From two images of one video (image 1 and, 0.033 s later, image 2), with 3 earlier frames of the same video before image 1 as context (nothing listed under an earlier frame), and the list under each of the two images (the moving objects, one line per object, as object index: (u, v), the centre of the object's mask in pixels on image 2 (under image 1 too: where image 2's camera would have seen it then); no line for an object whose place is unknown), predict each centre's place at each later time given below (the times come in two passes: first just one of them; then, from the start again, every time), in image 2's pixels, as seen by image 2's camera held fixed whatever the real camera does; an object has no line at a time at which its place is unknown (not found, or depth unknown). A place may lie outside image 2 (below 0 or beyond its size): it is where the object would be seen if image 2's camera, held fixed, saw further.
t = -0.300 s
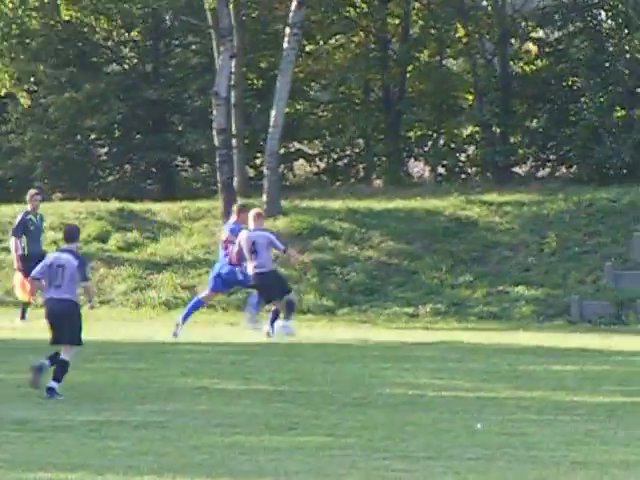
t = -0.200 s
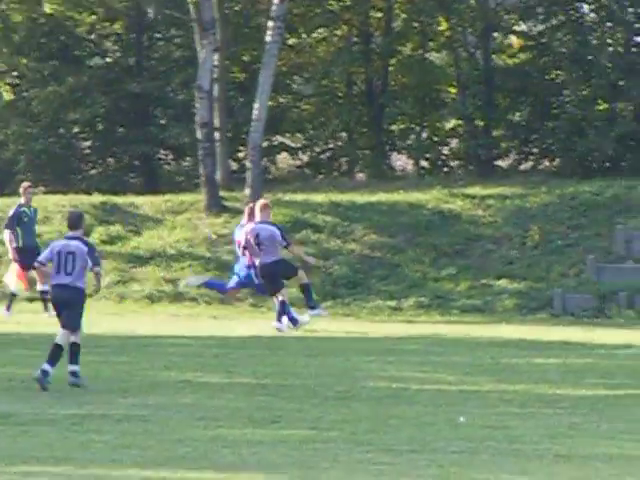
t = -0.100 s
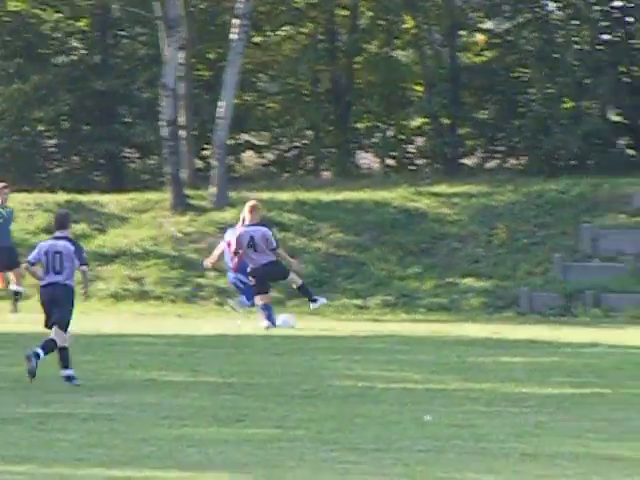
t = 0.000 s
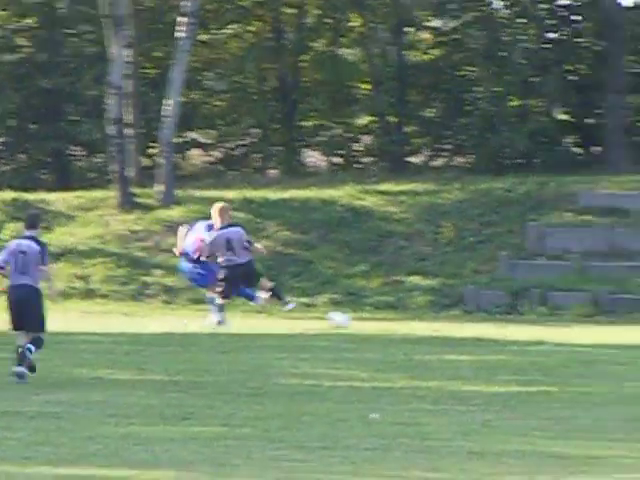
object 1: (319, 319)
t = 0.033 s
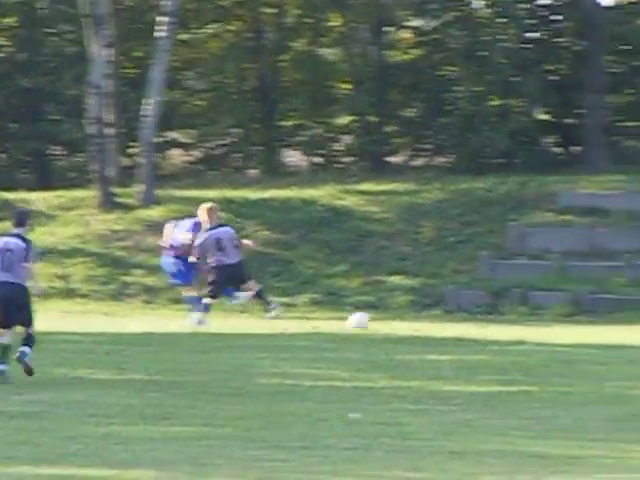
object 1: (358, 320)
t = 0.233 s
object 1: (568, 305)
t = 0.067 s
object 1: (395, 316)
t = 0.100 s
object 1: (432, 312)
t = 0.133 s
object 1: (467, 309)
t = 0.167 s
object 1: (498, 306)
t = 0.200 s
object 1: (533, 305)
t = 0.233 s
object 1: (568, 305)
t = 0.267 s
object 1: (599, 306)
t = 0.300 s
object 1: (634, 306)
